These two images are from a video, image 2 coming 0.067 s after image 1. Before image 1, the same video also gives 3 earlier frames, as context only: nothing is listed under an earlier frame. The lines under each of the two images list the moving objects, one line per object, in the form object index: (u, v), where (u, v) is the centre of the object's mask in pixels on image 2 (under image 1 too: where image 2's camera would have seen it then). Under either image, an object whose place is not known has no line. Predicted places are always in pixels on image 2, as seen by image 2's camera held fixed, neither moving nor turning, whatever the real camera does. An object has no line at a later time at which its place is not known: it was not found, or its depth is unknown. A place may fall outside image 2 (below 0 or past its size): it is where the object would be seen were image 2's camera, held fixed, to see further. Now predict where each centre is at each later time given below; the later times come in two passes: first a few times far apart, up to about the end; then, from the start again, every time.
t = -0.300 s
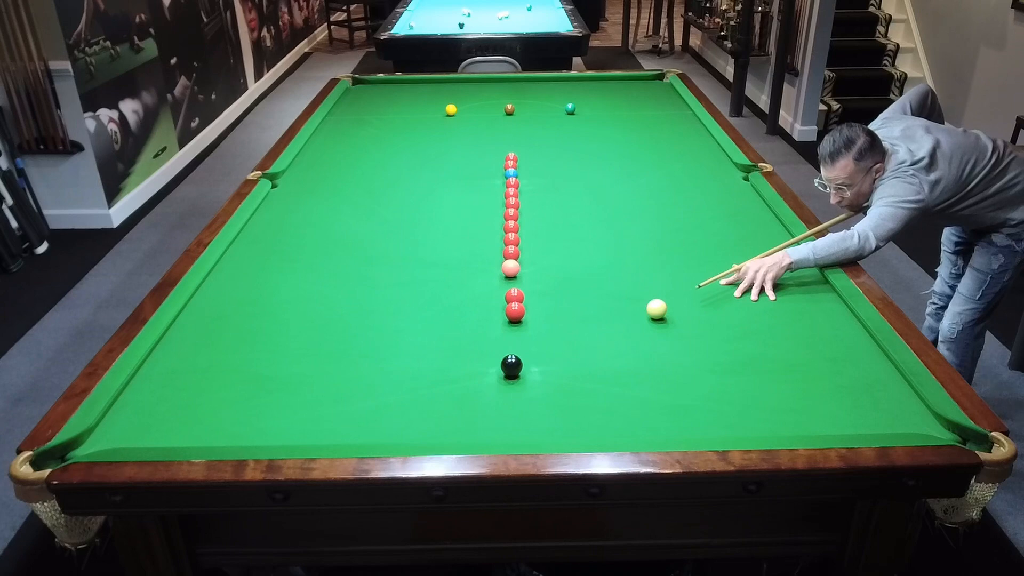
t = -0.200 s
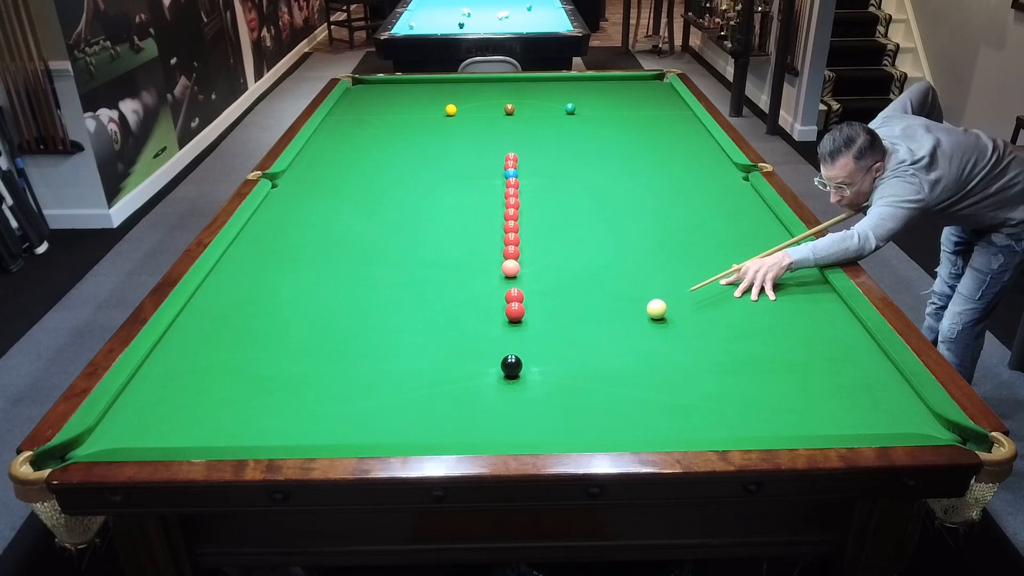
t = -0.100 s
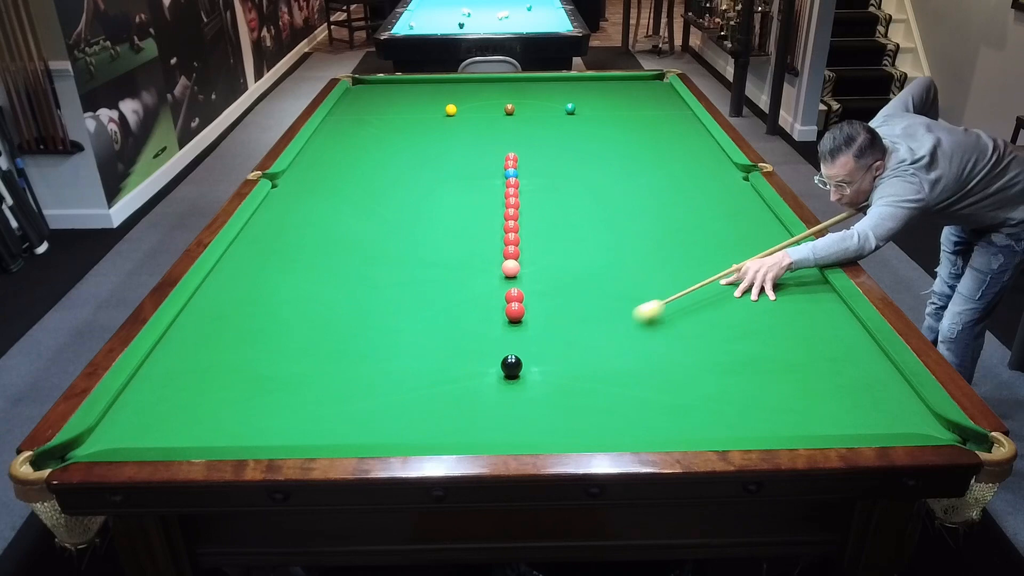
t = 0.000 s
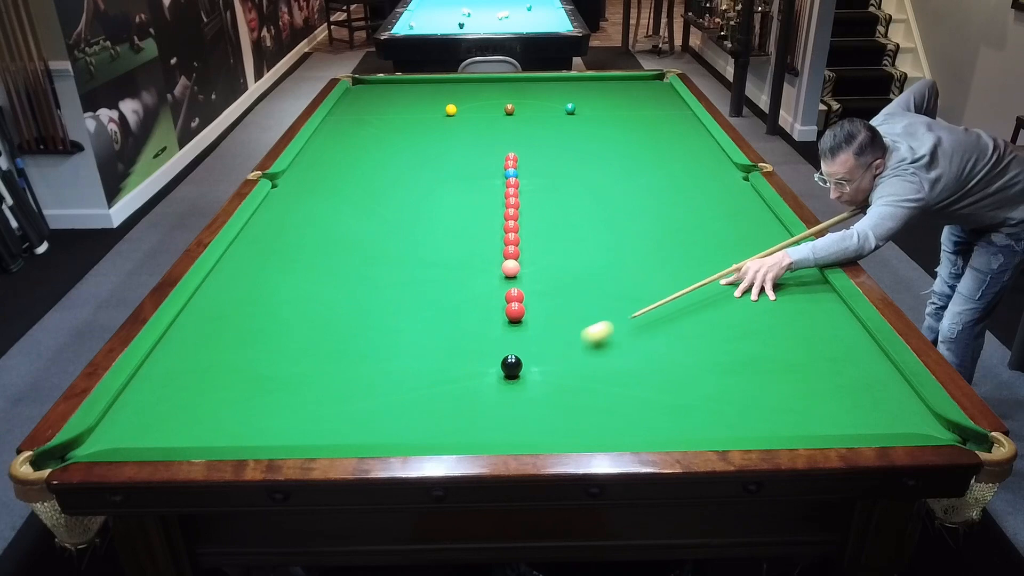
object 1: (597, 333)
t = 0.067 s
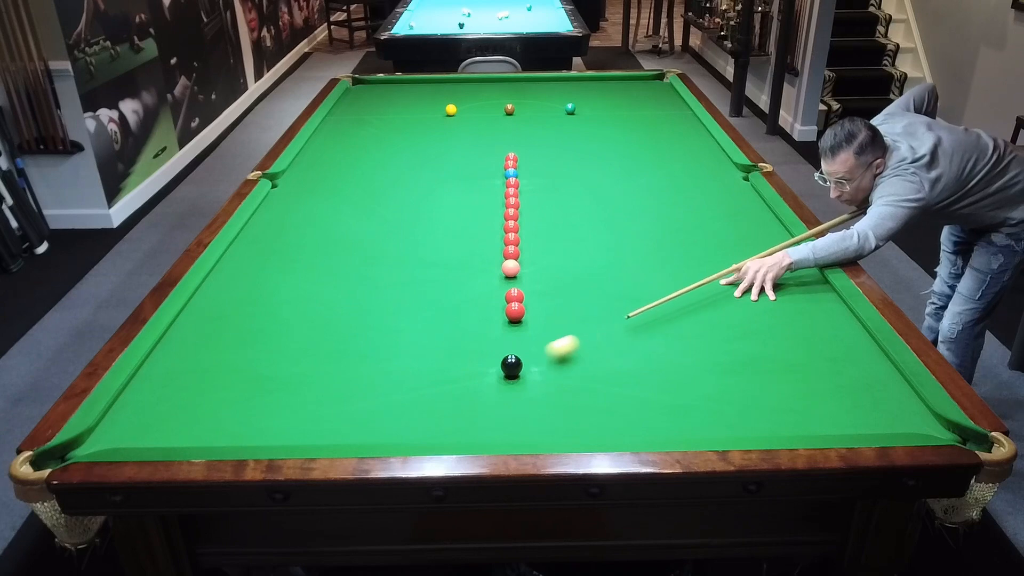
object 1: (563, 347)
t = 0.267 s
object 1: (533, 381)
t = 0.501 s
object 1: (511, 421)
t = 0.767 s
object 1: (491, 417)
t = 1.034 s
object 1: (476, 390)
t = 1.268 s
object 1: (465, 370)
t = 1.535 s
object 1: (453, 350)
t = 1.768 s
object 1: (445, 335)
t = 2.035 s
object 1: (436, 321)
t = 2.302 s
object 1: (429, 308)
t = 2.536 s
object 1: (424, 299)
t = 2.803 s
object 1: (419, 289)
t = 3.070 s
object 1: (414, 281)
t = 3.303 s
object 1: (411, 276)
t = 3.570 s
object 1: (408, 271)
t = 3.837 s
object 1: (405, 267)
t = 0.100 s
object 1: (544, 355)
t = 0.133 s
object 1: (534, 363)
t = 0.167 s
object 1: (535, 367)
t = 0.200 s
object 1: (536, 372)
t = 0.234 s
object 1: (535, 376)
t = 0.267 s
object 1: (533, 381)
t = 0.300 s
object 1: (530, 387)
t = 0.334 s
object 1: (527, 393)
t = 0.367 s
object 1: (524, 398)
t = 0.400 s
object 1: (521, 404)
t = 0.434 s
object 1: (518, 409)
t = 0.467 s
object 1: (515, 415)
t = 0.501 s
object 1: (511, 421)
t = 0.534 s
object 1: (508, 427)
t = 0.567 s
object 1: (505, 430)
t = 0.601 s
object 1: (501, 433)
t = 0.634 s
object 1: (499, 431)
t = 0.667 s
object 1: (497, 428)
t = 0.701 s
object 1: (495, 425)
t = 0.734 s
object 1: (493, 421)
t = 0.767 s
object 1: (491, 417)
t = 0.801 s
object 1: (489, 414)
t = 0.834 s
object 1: (487, 410)
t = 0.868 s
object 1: (485, 407)
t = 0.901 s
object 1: (483, 403)
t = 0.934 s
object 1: (481, 400)
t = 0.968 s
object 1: (480, 397)
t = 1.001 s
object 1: (478, 394)
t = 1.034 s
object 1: (476, 390)
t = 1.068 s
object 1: (474, 388)
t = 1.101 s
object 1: (473, 384)
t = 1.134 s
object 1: (471, 381)
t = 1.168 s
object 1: (469, 378)
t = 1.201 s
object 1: (468, 375)
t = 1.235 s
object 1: (466, 373)
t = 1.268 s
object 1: (465, 370)
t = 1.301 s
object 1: (463, 367)
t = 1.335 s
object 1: (462, 365)
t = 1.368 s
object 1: (460, 362)
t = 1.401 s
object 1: (459, 360)
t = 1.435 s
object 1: (457, 357)
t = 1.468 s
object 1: (456, 355)
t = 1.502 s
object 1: (455, 353)
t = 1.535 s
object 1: (453, 350)
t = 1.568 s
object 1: (452, 348)
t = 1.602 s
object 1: (451, 346)
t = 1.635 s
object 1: (450, 344)
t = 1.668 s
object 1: (448, 341)
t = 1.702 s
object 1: (447, 339)
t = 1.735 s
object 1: (446, 337)
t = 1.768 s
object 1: (445, 335)
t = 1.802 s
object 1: (444, 333)
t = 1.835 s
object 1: (443, 331)
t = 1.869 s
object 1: (442, 330)
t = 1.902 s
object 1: (440, 328)
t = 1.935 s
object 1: (439, 326)
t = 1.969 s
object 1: (438, 324)
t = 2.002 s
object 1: (437, 322)
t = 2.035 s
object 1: (436, 321)
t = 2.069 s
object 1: (435, 319)
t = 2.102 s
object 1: (434, 317)
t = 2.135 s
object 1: (434, 316)
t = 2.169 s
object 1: (433, 314)
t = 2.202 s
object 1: (432, 313)
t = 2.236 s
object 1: (431, 311)
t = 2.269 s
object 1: (430, 310)
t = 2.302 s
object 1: (429, 308)
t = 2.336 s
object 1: (428, 307)
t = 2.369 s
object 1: (427, 305)
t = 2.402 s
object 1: (427, 304)
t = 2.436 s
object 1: (426, 303)
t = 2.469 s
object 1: (425, 301)
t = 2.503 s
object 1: (424, 300)
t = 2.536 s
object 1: (424, 299)
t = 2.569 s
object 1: (423, 297)
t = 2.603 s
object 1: (422, 296)
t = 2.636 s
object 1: (422, 295)
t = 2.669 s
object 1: (421, 294)
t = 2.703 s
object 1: (420, 292)
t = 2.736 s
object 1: (420, 291)
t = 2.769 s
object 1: (419, 290)
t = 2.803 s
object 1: (419, 289)
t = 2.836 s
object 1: (418, 288)
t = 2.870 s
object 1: (418, 287)
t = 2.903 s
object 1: (417, 286)
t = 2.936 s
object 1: (416, 285)
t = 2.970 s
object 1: (416, 284)
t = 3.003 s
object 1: (415, 283)
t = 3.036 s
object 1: (415, 282)
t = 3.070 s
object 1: (414, 281)
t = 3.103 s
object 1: (414, 280)
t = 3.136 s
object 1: (413, 280)
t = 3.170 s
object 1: (413, 279)
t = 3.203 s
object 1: (413, 278)
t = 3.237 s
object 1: (412, 277)
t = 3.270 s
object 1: (412, 276)
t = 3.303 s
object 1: (411, 276)
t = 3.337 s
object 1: (411, 275)
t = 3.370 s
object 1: (410, 274)
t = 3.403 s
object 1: (410, 274)
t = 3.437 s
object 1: (410, 273)
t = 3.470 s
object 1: (409, 272)
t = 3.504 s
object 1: (409, 272)
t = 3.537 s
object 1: (409, 271)
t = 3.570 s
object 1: (408, 271)
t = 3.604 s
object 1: (408, 270)
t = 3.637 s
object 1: (407, 269)
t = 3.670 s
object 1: (407, 269)
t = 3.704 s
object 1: (407, 269)
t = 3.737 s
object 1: (406, 268)
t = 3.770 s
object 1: (406, 268)
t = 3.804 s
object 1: (405, 267)
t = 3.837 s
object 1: (405, 267)
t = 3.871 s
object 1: (405, 266)
